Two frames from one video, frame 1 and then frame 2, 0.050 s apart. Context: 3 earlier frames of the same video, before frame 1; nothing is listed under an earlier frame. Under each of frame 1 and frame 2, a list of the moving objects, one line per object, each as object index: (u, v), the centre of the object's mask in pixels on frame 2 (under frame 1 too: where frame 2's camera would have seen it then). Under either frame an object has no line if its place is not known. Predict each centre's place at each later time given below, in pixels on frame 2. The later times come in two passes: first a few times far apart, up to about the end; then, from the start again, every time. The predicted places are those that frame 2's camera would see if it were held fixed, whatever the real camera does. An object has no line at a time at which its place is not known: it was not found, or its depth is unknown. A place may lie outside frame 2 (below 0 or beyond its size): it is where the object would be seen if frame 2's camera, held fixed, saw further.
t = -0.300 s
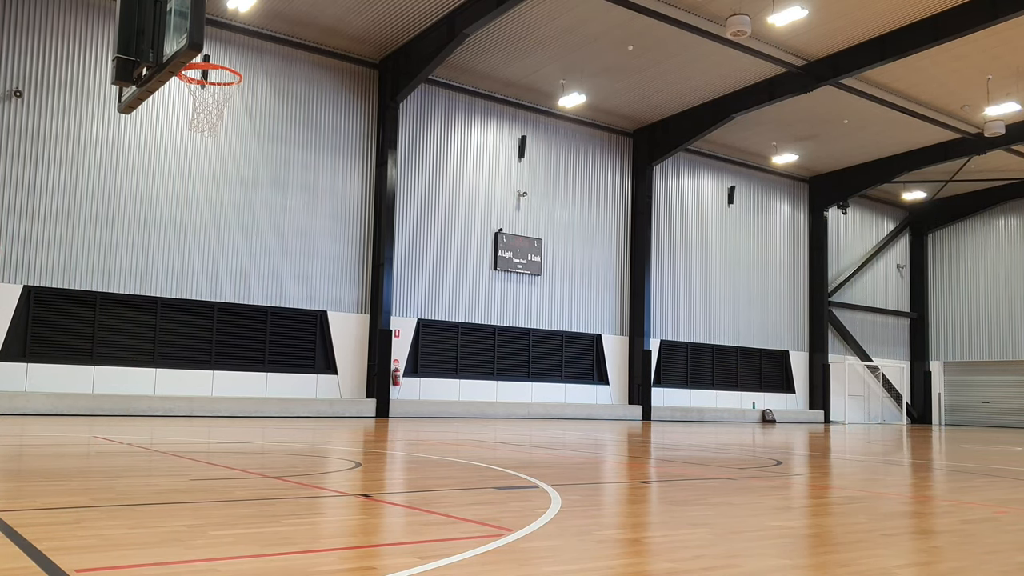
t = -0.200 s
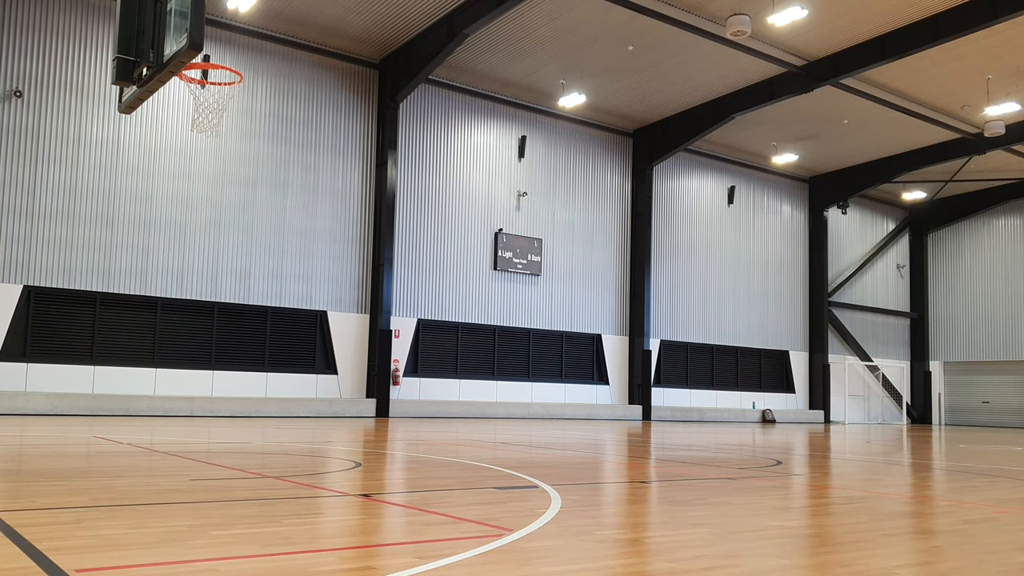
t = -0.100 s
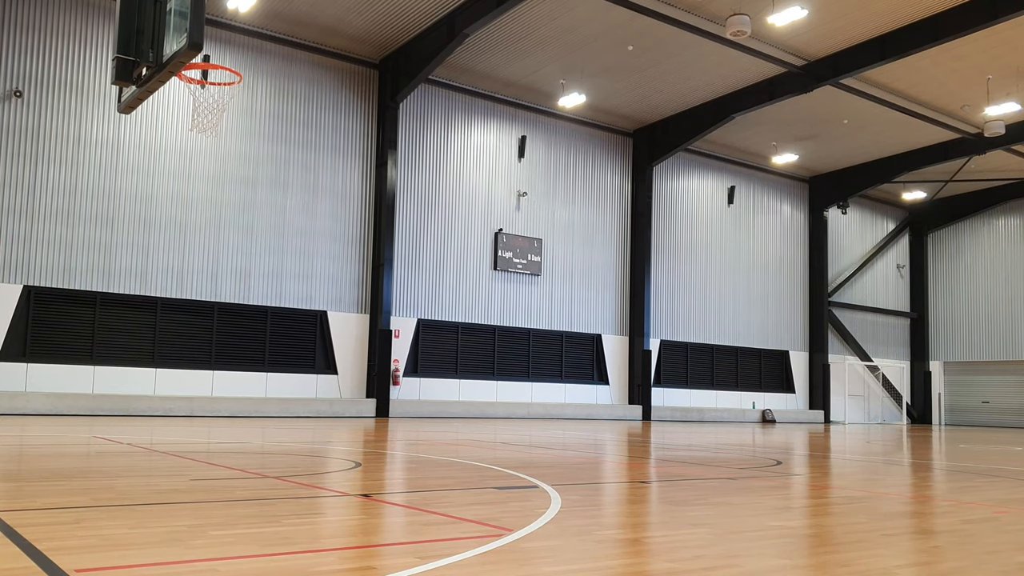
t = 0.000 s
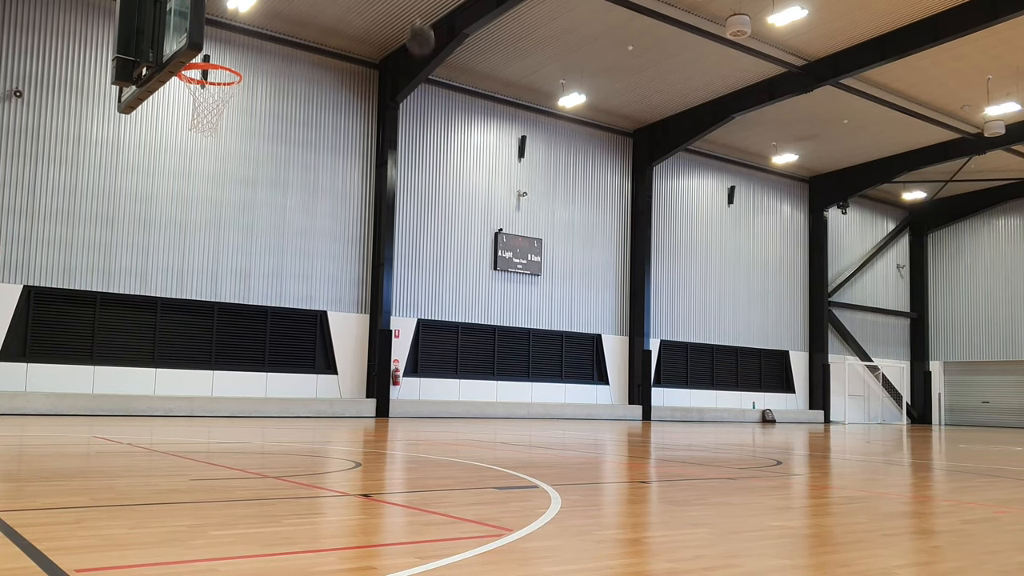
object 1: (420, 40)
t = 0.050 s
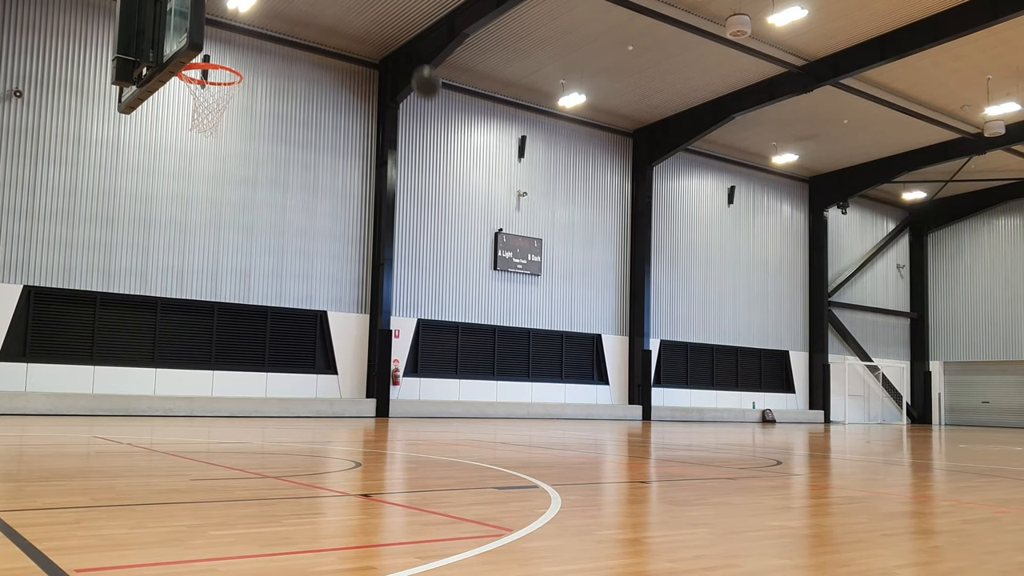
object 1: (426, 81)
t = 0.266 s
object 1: (458, 309)
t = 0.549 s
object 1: (471, 311)
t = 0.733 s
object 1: (462, 188)
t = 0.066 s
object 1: (428, 97)
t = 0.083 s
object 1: (431, 115)
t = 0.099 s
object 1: (433, 132)
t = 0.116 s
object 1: (436, 148)
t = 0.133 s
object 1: (439, 164)
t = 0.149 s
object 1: (441, 181)
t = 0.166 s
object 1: (444, 198)
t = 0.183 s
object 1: (446, 216)
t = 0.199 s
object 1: (448, 234)
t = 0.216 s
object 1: (451, 253)
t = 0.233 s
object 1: (453, 271)
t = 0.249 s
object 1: (456, 290)
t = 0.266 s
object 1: (458, 309)
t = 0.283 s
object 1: (461, 331)
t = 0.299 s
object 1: (463, 349)
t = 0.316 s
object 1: (467, 368)
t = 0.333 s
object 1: (469, 391)
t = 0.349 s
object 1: (471, 412)
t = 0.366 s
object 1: (474, 433)
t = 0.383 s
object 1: (476, 454)
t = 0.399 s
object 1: (476, 442)
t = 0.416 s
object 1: (475, 425)
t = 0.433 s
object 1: (475, 410)
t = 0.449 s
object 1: (474, 395)
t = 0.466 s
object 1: (474, 379)
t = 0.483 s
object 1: (474, 365)
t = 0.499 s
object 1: (473, 351)
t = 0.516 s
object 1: (473, 337)
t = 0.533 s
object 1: (472, 324)
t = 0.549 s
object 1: (471, 311)
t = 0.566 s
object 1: (470, 298)
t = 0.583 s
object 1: (469, 286)
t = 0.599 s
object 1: (469, 274)
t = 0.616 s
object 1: (468, 262)
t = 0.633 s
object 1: (467, 250)
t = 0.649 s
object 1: (466, 239)
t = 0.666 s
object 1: (466, 228)
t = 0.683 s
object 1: (465, 218)
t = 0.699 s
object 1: (464, 207)
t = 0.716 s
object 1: (463, 198)
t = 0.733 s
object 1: (462, 188)
